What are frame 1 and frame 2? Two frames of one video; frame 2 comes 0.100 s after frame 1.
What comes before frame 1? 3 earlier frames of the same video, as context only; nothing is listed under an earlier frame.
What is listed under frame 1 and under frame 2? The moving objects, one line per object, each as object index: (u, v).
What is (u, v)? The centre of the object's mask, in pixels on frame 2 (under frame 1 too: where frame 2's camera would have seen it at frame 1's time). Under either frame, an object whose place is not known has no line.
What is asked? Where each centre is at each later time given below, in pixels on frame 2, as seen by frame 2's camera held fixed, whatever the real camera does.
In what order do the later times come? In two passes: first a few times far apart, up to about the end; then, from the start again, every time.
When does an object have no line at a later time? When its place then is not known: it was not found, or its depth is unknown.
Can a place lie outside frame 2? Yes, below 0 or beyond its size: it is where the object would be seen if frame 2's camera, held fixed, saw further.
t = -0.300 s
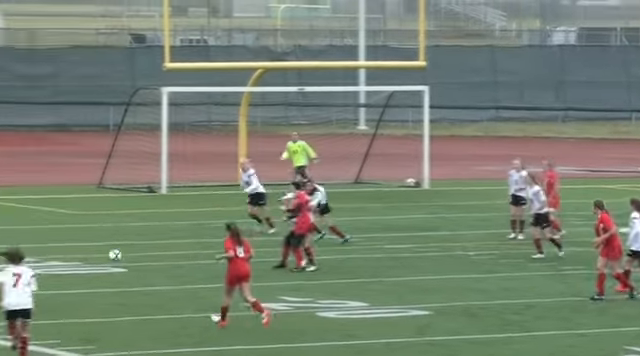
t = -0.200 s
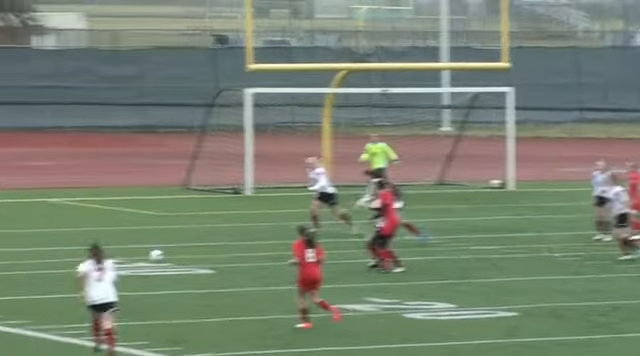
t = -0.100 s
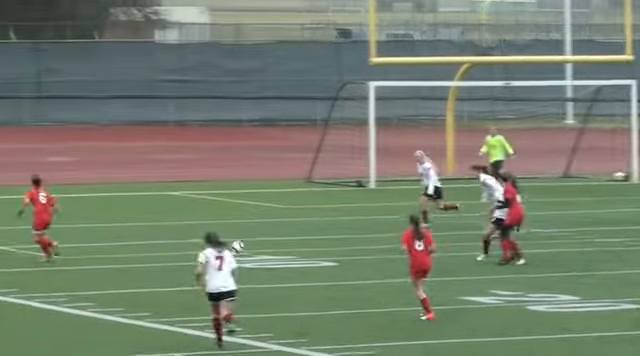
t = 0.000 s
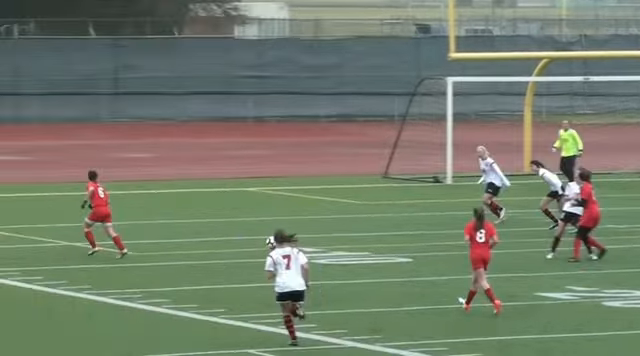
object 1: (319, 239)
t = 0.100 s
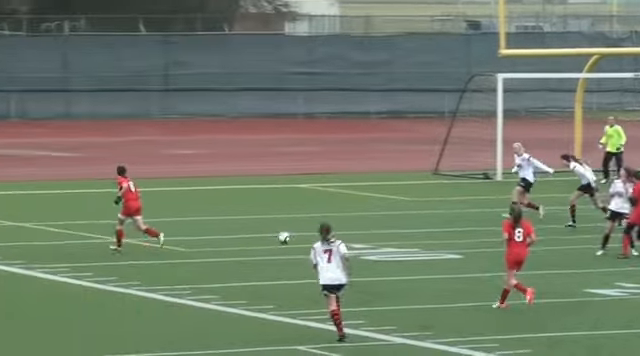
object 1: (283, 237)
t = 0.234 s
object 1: (237, 236)
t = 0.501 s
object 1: (155, 233)
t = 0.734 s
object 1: (98, 230)
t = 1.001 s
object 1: (38, 230)
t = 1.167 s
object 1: (4, 229)
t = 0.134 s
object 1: (271, 237)
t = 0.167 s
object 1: (259, 236)
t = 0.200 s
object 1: (247, 237)
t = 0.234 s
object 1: (237, 236)
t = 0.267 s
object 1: (226, 236)
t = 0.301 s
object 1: (215, 236)
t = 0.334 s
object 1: (205, 234)
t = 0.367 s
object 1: (195, 234)
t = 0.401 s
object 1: (184, 234)
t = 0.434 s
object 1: (174, 234)
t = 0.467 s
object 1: (165, 233)
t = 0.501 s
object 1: (155, 233)
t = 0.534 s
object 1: (146, 233)
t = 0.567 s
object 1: (138, 233)
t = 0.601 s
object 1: (130, 232)
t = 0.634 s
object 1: (121, 231)
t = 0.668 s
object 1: (113, 232)
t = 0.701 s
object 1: (105, 232)
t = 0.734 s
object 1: (98, 230)
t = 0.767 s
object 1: (90, 230)
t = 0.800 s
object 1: (82, 230)
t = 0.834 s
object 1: (75, 230)
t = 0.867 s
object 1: (68, 230)
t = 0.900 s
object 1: (61, 229)
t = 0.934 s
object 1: (53, 228)
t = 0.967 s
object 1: (45, 229)
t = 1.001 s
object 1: (38, 230)
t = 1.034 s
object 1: (31, 230)
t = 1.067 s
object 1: (24, 229)
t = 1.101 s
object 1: (17, 229)
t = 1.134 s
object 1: (10, 229)
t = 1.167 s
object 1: (4, 229)
